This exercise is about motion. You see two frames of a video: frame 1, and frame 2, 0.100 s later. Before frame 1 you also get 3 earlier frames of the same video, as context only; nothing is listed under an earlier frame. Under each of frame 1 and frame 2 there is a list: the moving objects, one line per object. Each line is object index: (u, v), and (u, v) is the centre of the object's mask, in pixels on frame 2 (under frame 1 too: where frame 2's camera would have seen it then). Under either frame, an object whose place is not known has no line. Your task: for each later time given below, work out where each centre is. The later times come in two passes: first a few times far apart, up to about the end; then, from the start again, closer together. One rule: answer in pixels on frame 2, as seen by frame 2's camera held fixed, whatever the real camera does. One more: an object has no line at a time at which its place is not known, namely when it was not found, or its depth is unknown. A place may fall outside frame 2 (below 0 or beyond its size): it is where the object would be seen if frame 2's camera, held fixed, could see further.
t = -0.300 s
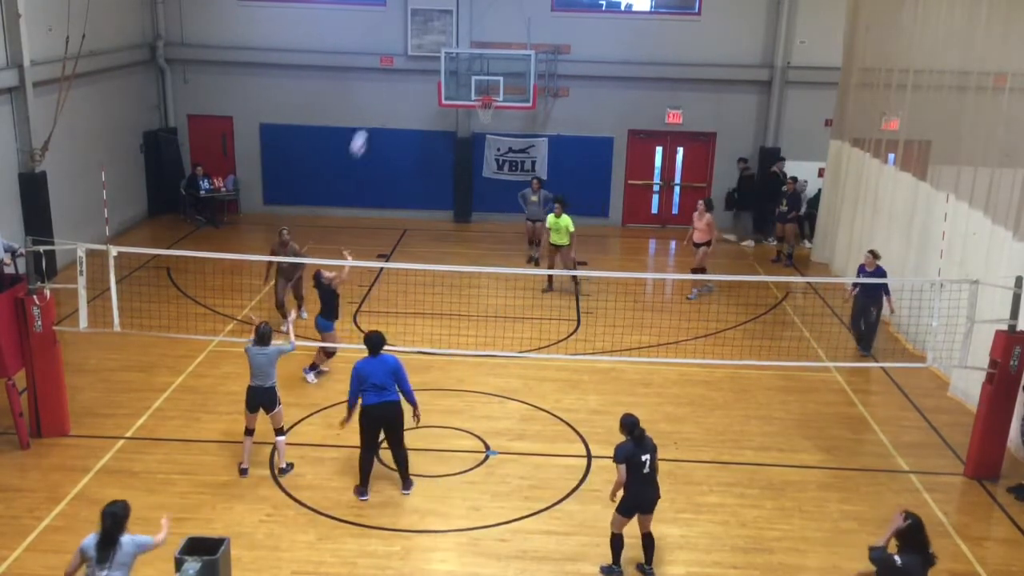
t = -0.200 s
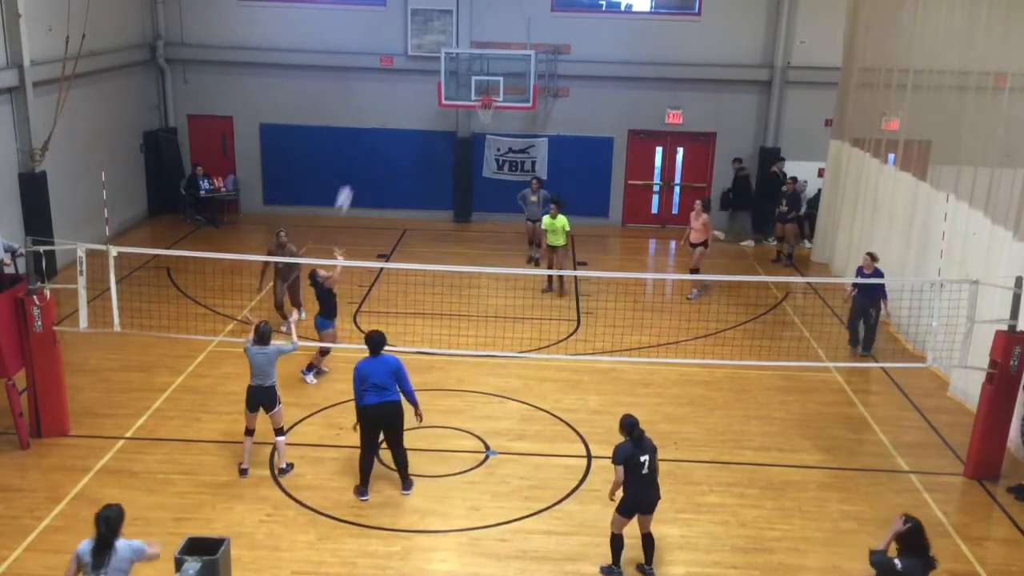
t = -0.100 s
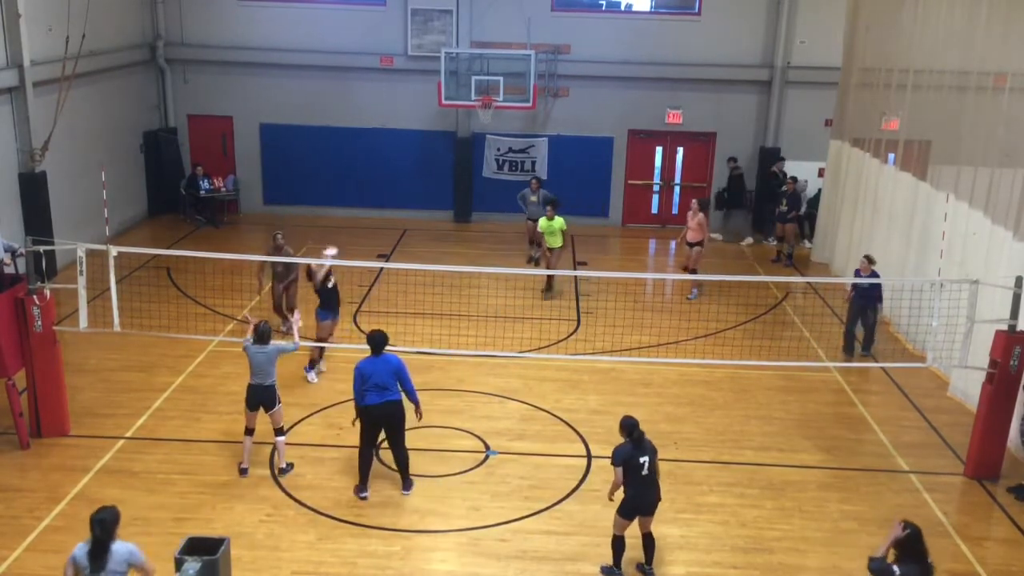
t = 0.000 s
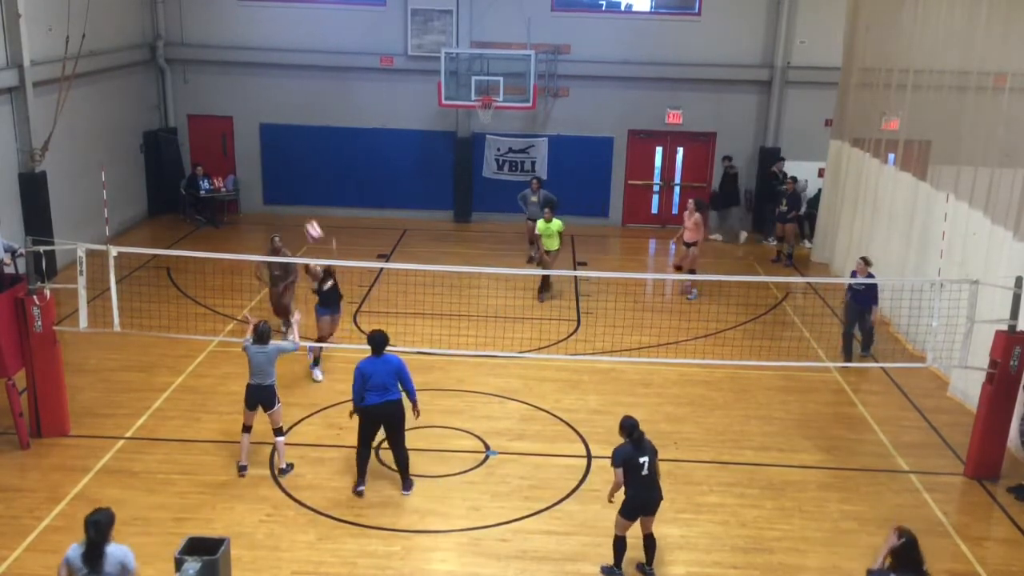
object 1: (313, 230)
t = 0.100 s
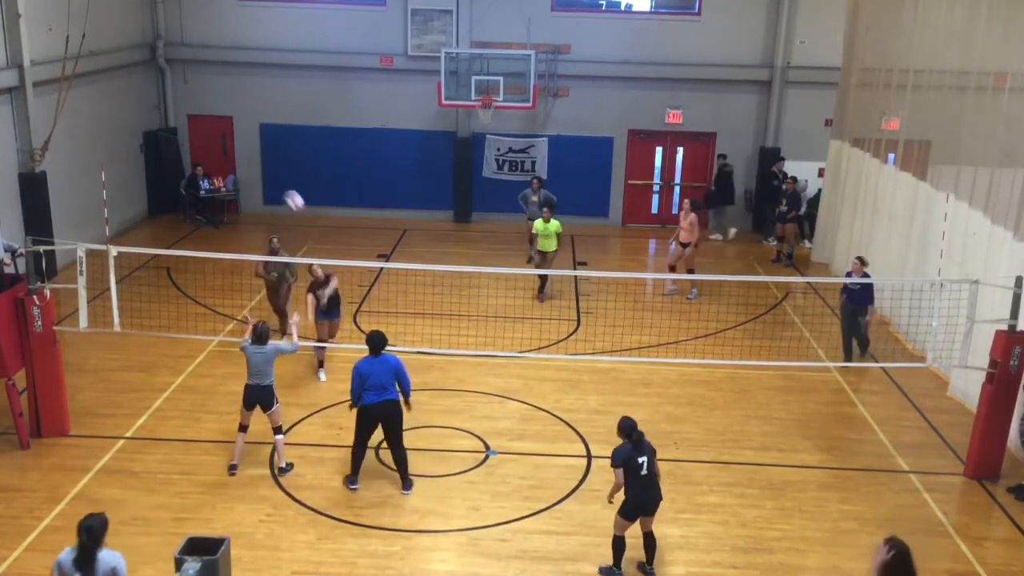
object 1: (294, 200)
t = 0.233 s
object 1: (268, 172)
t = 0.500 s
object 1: (211, 157)
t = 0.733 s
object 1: (150, 214)
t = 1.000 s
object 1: (69, 396)
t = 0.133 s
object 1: (287, 193)
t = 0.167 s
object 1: (281, 185)
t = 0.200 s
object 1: (274, 179)
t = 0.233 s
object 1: (268, 172)
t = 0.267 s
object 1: (262, 165)
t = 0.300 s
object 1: (255, 160)
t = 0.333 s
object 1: (248, 158)
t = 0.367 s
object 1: (241, 156)
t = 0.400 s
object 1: (234, 155)
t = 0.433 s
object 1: (226, 155)
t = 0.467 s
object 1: (218, 155)
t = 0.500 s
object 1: (211, 157)
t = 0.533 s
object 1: (203, 161)
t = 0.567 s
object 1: (194, 167)
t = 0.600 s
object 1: (186, 173)
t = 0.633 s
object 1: (177, 182)
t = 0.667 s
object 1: (168, 191)
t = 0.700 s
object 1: (160, 201)
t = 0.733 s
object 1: (150, 214)
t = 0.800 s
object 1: (132, 246)
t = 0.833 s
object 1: (122, 265)
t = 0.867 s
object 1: (112, 288)
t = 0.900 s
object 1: (101, 311)
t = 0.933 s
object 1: (91, 337)
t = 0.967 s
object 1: (79, 366)
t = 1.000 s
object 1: (69, 396)
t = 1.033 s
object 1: (56, 432)
